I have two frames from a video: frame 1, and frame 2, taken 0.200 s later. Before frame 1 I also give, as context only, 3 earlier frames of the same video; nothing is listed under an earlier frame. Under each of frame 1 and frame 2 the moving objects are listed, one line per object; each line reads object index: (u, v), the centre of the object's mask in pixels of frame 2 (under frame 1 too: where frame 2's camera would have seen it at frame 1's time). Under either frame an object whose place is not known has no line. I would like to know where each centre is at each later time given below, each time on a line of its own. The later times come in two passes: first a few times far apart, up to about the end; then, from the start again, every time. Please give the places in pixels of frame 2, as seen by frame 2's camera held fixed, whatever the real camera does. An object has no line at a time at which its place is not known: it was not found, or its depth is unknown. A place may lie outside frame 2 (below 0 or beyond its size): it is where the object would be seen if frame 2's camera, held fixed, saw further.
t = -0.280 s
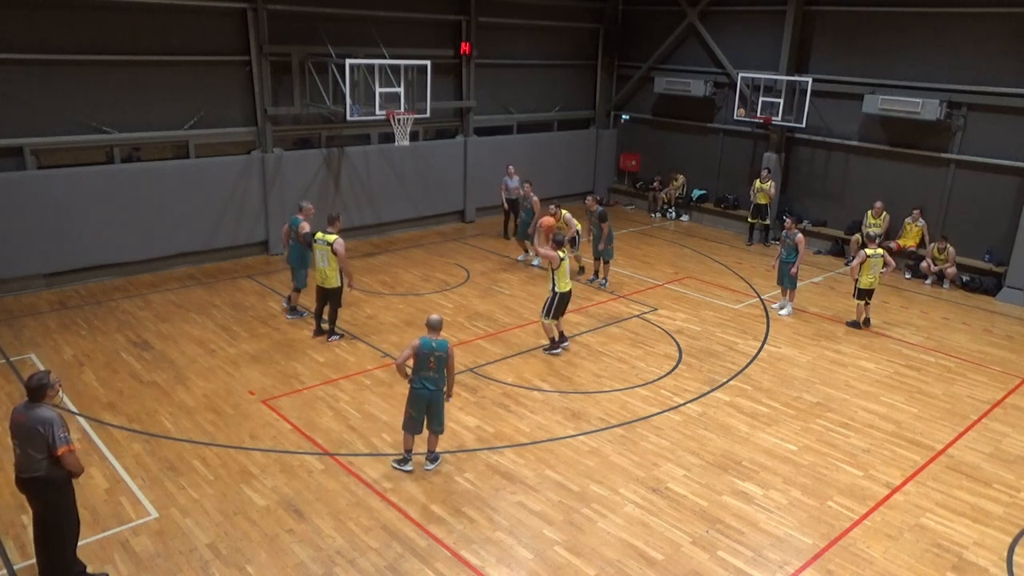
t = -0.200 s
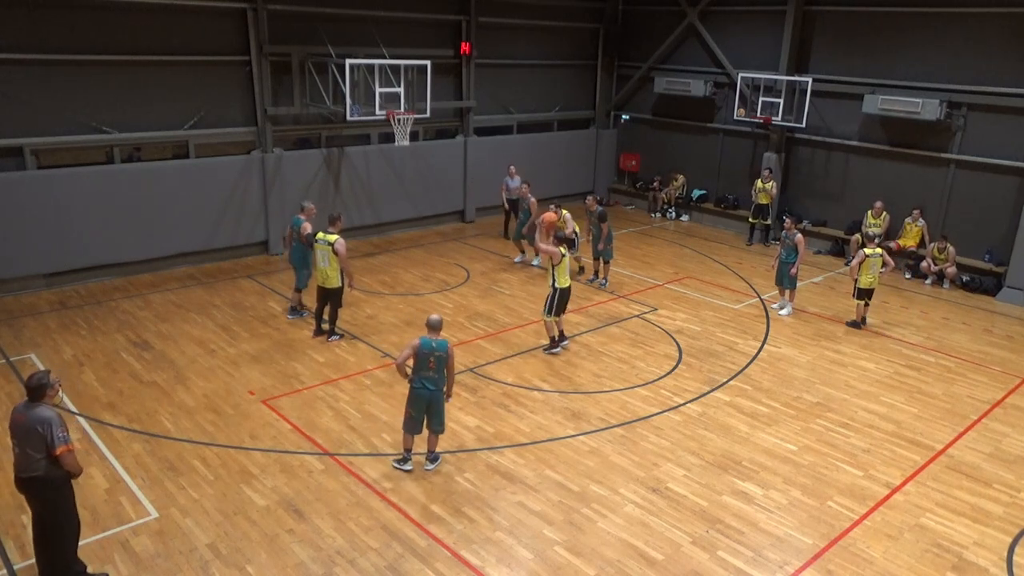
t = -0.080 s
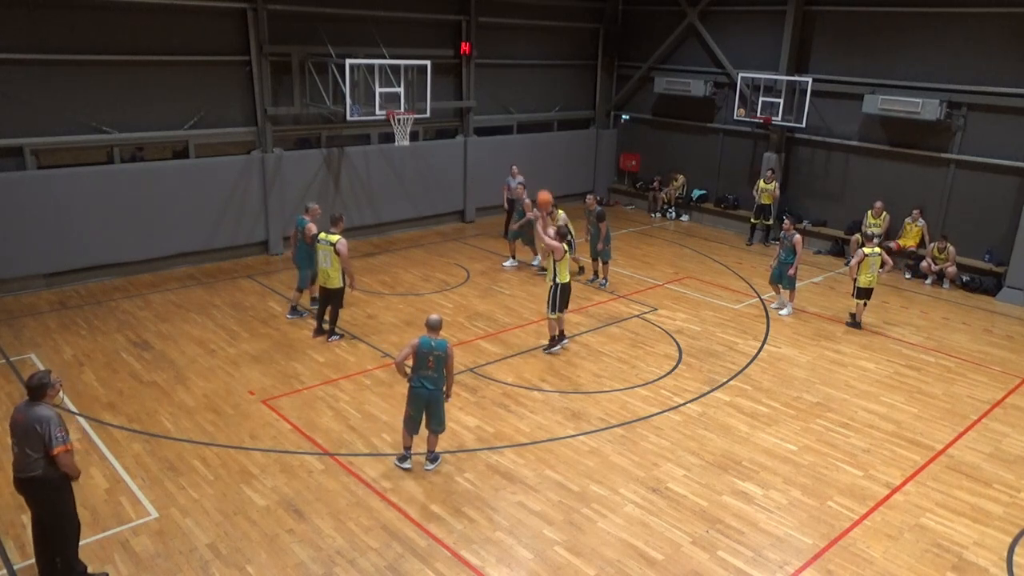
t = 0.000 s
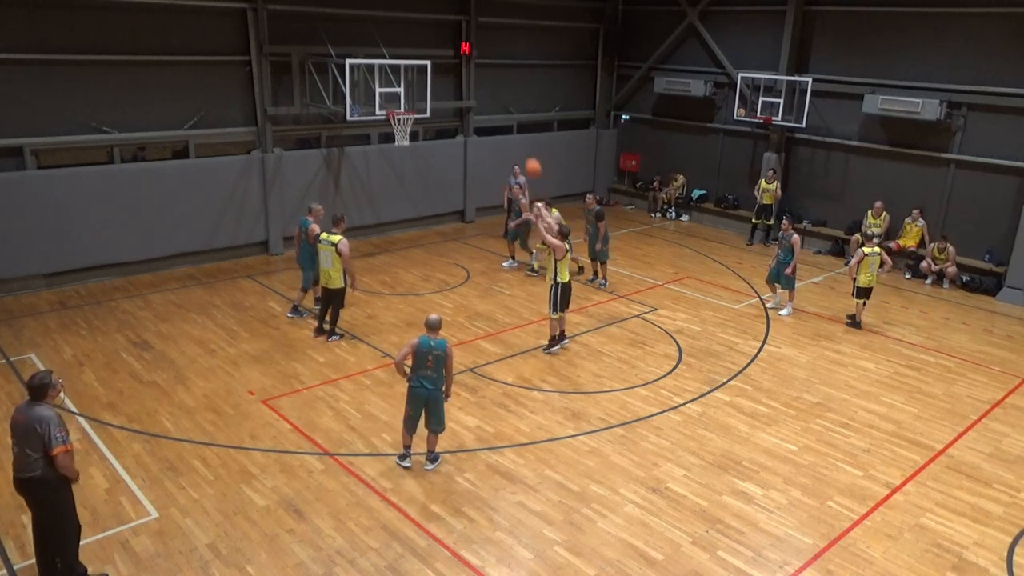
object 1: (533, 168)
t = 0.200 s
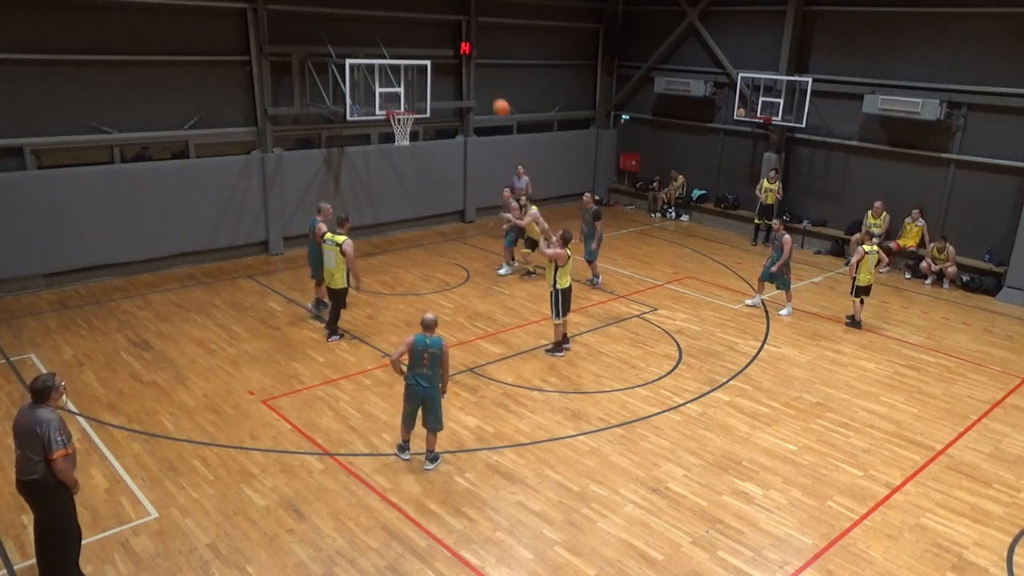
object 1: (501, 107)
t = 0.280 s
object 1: (489, 92)
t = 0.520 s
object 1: (455, 71)
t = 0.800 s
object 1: (421, 92)
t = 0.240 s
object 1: (495, 99)
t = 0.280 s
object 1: (489, 92)
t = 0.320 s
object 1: (483, 86)
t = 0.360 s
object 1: (478, 81)
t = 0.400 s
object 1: (471, 77)
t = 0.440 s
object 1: (466, 74)
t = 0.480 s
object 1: (460, 72)
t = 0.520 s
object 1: (455, 71)
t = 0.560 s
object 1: (450, 72)
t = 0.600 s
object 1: (445, 73)
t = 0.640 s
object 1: (440, 75)
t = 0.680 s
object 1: (436, 77)
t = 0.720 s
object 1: (431, 81)
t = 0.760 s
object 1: (426, 86)
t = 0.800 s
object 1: (421, 92)
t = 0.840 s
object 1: (417, 97)
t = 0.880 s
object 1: (413, 104)
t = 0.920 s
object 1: (409, 107)
